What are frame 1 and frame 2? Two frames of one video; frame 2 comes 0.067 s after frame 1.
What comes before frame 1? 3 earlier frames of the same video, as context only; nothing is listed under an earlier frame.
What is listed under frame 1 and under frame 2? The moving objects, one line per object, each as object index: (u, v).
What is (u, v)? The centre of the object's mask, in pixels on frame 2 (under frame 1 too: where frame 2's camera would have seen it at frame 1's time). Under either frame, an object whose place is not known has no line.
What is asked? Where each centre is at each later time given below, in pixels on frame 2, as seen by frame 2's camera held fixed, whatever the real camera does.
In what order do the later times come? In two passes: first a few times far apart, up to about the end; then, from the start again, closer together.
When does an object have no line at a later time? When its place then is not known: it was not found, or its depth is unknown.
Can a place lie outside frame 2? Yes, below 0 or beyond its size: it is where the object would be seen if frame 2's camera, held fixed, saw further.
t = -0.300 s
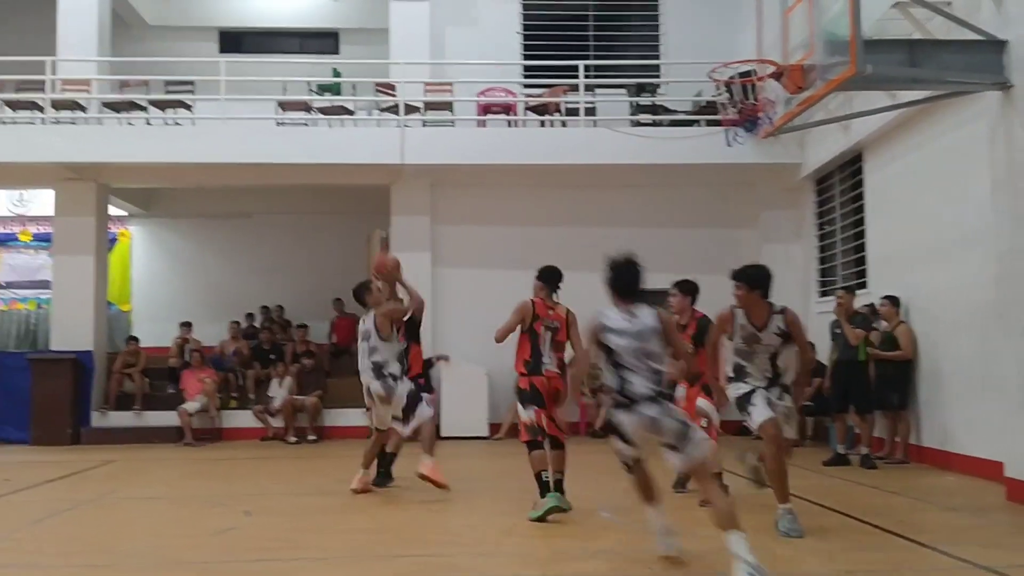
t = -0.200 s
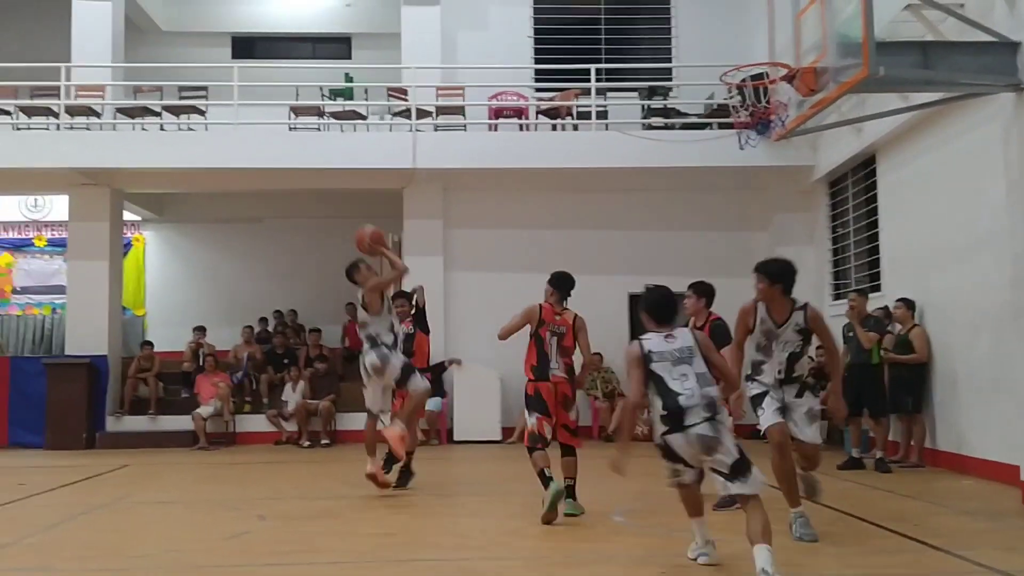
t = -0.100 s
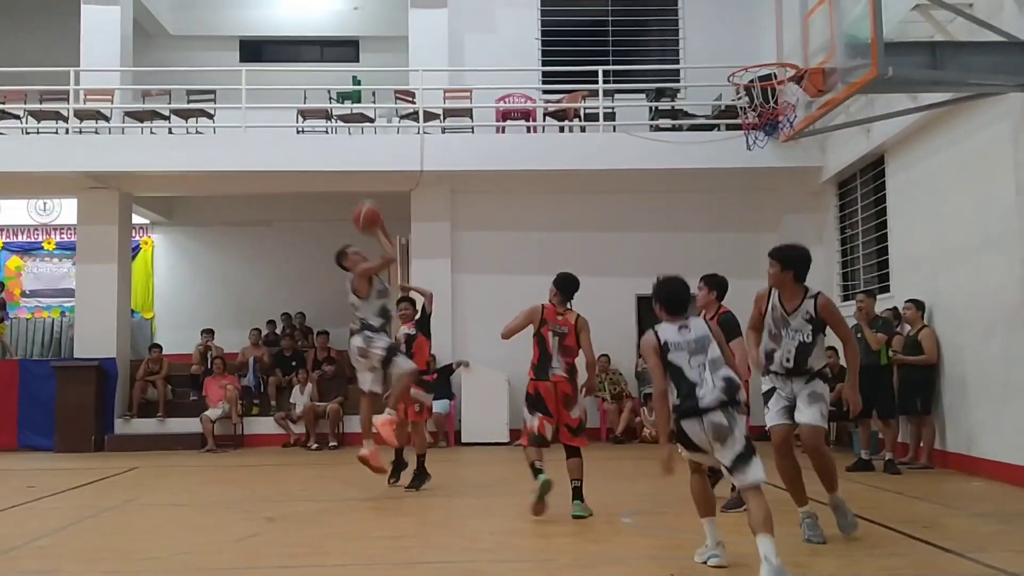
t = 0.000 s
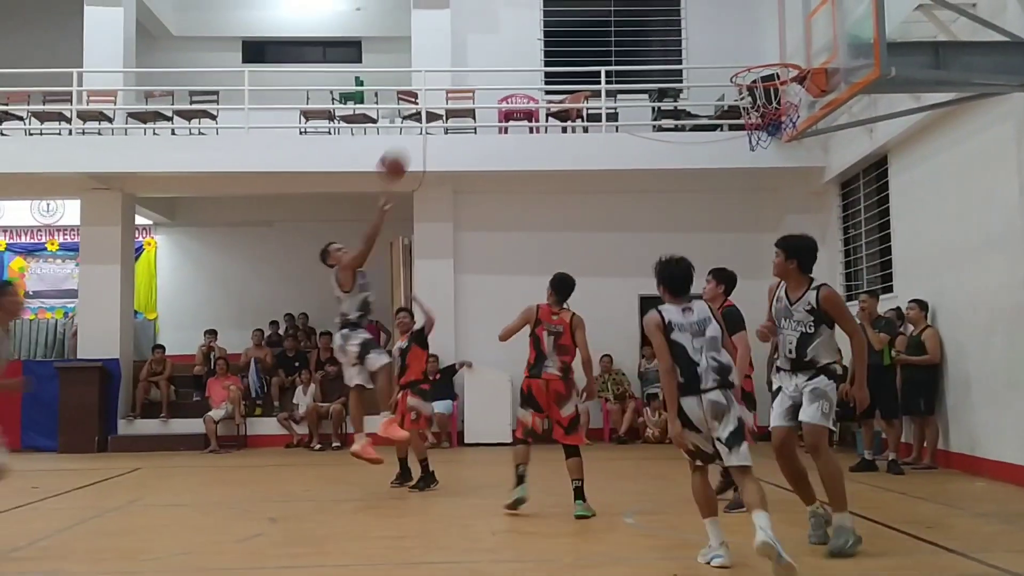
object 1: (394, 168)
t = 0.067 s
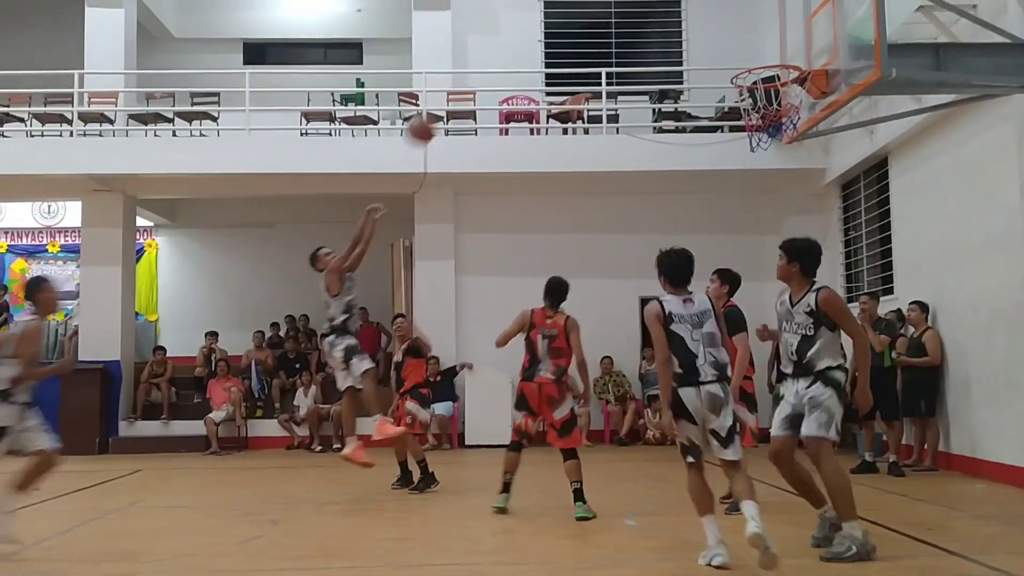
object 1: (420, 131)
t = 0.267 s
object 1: (504, 47)
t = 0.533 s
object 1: (627, 12)
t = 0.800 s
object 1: (767, 60)
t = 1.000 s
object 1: (770, 105)
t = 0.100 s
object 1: (434, 112)
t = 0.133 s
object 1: (449, 96)
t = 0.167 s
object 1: (462, 84)
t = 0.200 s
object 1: (477, 70)
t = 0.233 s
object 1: (490, 57)
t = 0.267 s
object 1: (504, 47)
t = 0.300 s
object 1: (519, 37)
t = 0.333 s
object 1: (534, 29)
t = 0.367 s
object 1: (551, 22)
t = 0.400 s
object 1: (565, 16)
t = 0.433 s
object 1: (580, 13)
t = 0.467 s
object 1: (594, 11)
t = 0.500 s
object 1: (611, 11)
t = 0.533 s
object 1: (627, 12)
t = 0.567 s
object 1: (644, 12)
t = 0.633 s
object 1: (676, 16)
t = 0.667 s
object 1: (694, 22)
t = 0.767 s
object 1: (747, 51)
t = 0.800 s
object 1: (767, 60)
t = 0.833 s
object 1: (777, 69)
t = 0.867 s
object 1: (783, 76)
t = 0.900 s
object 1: (780, 86)
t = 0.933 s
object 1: (777, 93)
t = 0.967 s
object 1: (775, 101)
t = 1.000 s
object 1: (770, 105)
